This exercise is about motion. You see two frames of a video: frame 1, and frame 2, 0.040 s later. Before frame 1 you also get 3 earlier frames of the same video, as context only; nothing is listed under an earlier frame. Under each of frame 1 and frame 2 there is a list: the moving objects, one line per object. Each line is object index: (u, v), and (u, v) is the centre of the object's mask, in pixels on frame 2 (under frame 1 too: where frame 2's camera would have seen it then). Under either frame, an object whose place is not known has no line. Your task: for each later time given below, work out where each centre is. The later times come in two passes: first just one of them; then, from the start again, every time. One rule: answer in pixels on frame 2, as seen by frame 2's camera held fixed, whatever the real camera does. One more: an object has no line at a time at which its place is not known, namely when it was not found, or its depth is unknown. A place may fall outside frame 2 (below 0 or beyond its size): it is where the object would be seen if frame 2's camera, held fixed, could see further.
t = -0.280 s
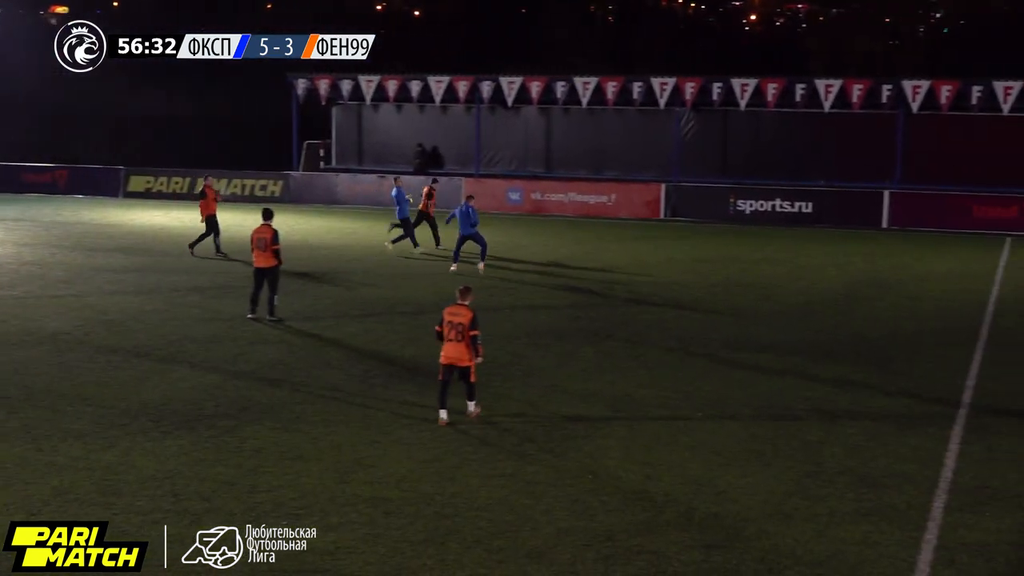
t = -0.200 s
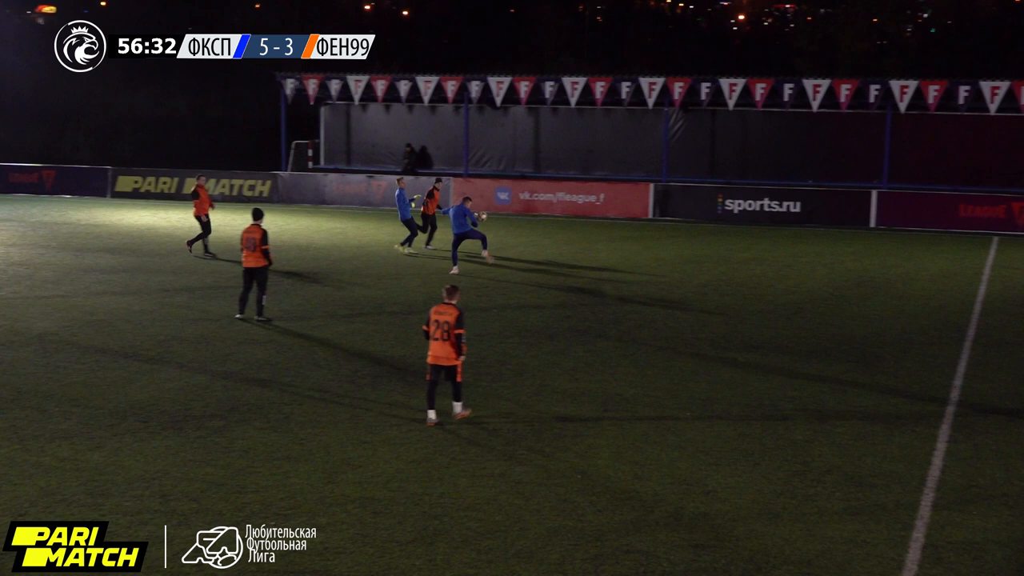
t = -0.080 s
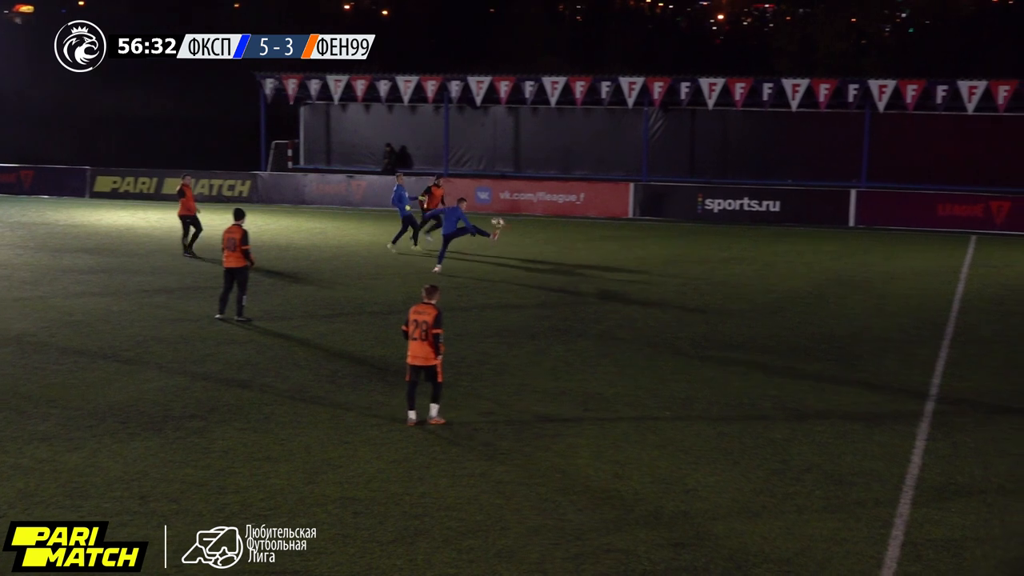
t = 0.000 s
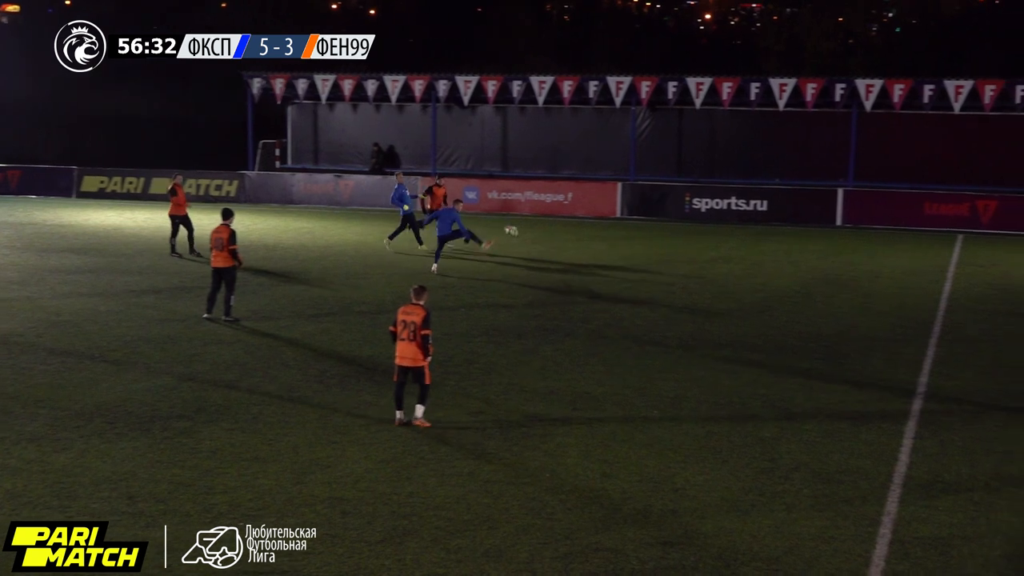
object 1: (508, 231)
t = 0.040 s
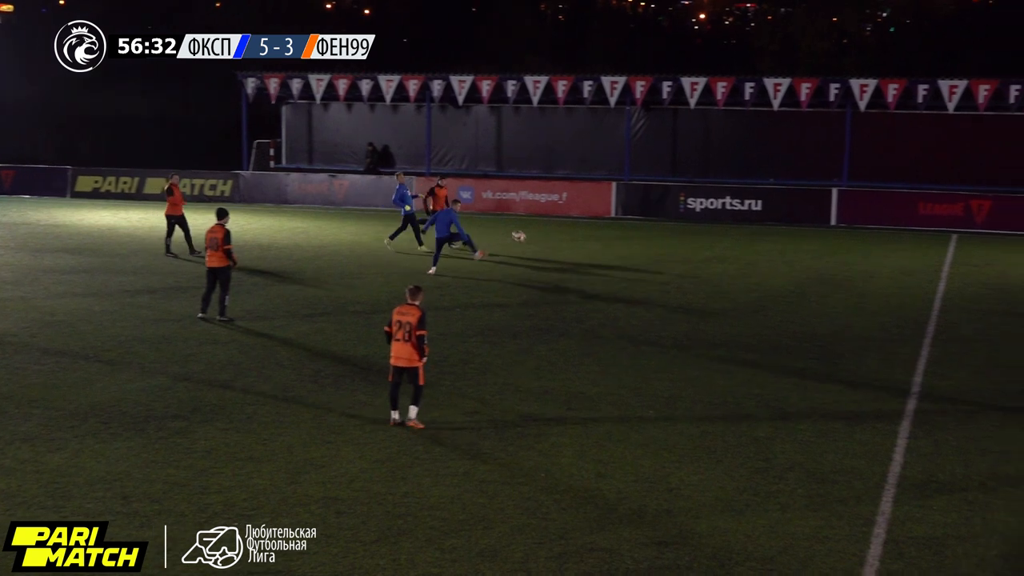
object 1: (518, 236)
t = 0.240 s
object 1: (581, 277)
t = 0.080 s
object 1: (530, 242)
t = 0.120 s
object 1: (542, 249)
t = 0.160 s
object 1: (555, 258)
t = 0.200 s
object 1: (567, 267)
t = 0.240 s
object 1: (581, 277)
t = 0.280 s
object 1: (594, 289)
